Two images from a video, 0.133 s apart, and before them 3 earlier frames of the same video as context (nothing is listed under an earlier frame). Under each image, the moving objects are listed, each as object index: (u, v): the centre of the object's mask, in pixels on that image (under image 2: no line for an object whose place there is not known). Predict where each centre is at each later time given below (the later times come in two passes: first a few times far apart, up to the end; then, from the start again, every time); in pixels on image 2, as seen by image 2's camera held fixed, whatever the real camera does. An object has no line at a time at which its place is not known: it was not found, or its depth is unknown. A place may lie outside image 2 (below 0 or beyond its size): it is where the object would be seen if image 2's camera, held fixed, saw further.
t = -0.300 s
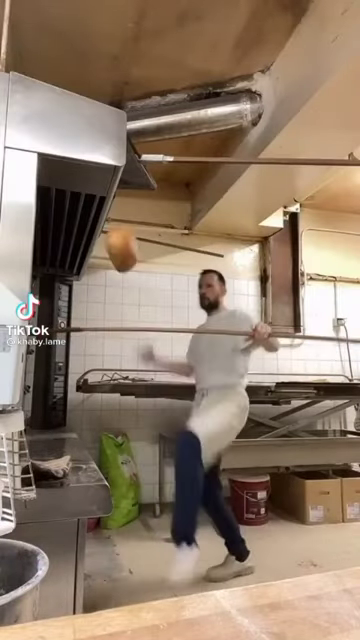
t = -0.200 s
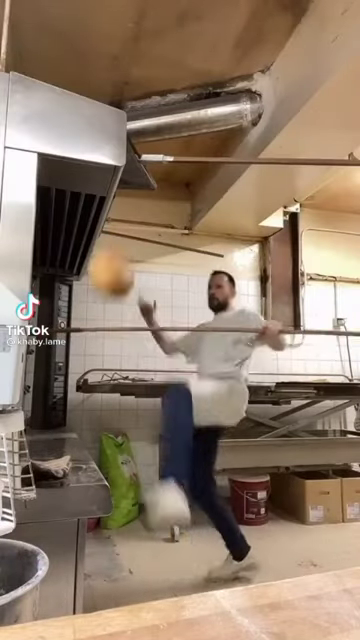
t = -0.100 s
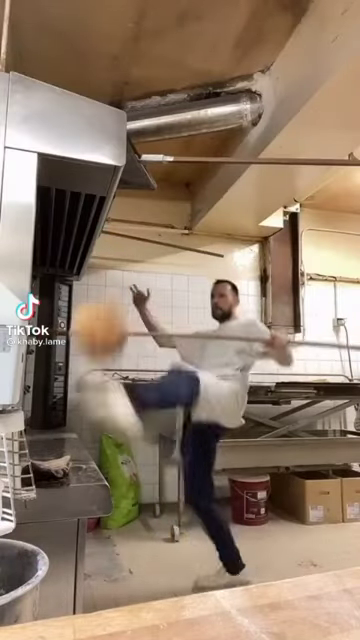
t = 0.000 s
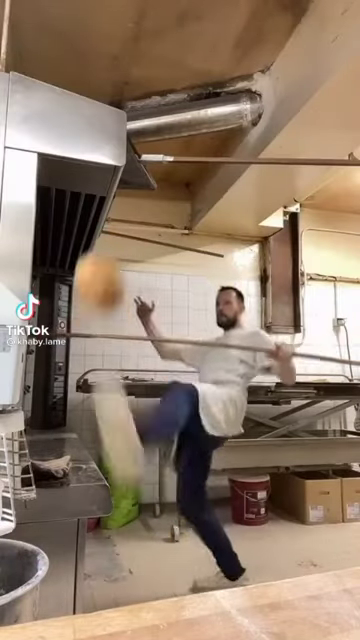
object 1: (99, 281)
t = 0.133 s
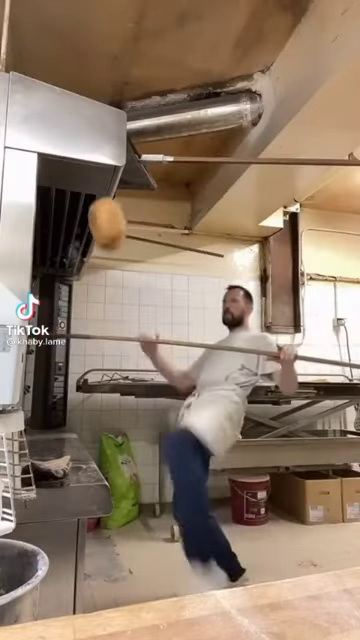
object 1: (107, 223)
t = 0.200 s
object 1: (108, 214)
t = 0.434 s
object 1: (114, 253)
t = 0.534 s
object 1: (115, 301)
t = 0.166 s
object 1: (107, 217)
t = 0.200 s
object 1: (108, 214)
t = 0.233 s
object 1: (109, 213)
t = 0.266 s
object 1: (110, 214)
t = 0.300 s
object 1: (111, 217)
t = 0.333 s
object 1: (111, 223)
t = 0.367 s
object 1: (112, 232)
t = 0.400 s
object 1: (113, 242)
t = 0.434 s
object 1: (114, 253)
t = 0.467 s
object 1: (114, 263)
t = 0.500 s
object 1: (114, 282)
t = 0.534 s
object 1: (115, 301)
